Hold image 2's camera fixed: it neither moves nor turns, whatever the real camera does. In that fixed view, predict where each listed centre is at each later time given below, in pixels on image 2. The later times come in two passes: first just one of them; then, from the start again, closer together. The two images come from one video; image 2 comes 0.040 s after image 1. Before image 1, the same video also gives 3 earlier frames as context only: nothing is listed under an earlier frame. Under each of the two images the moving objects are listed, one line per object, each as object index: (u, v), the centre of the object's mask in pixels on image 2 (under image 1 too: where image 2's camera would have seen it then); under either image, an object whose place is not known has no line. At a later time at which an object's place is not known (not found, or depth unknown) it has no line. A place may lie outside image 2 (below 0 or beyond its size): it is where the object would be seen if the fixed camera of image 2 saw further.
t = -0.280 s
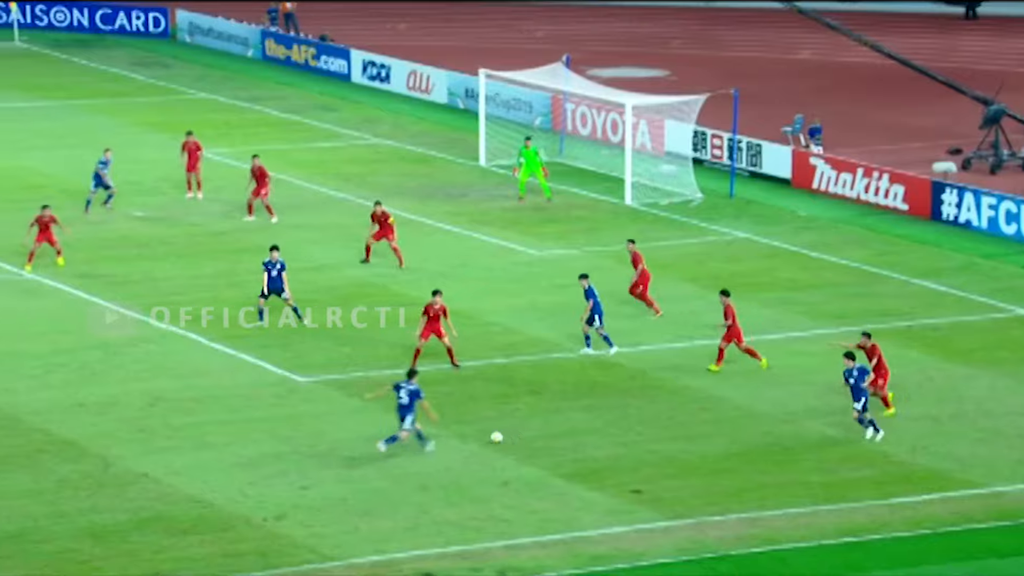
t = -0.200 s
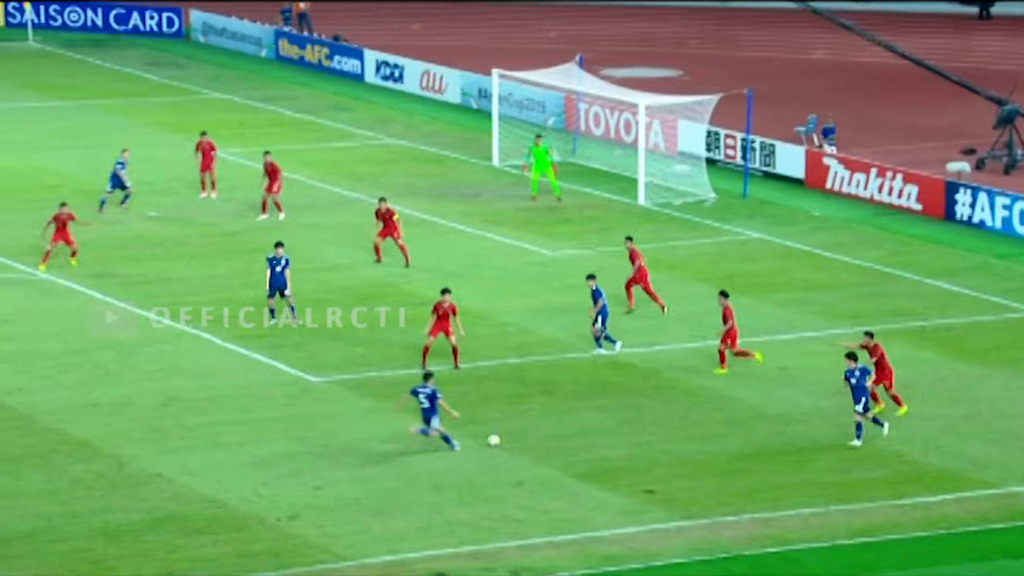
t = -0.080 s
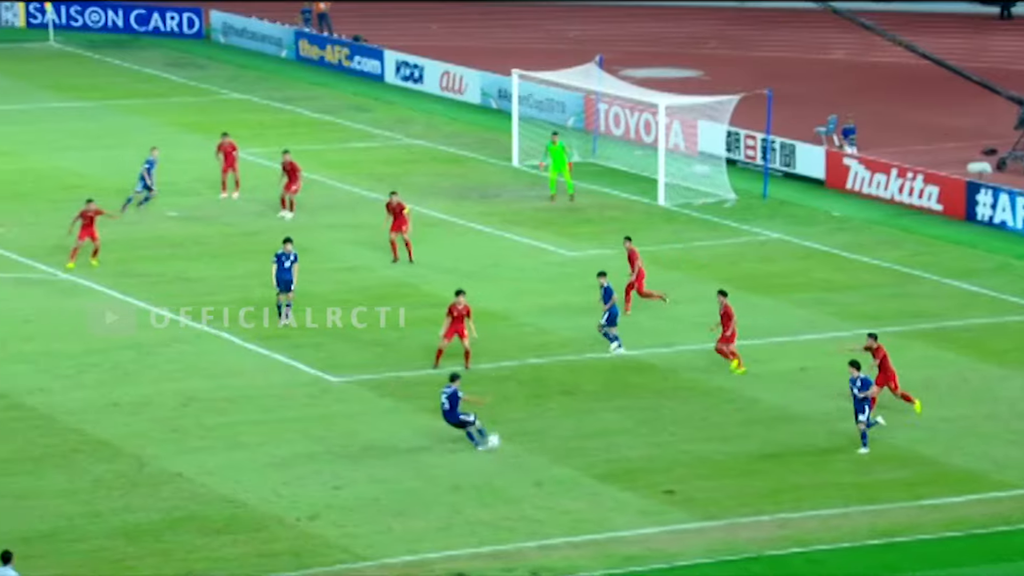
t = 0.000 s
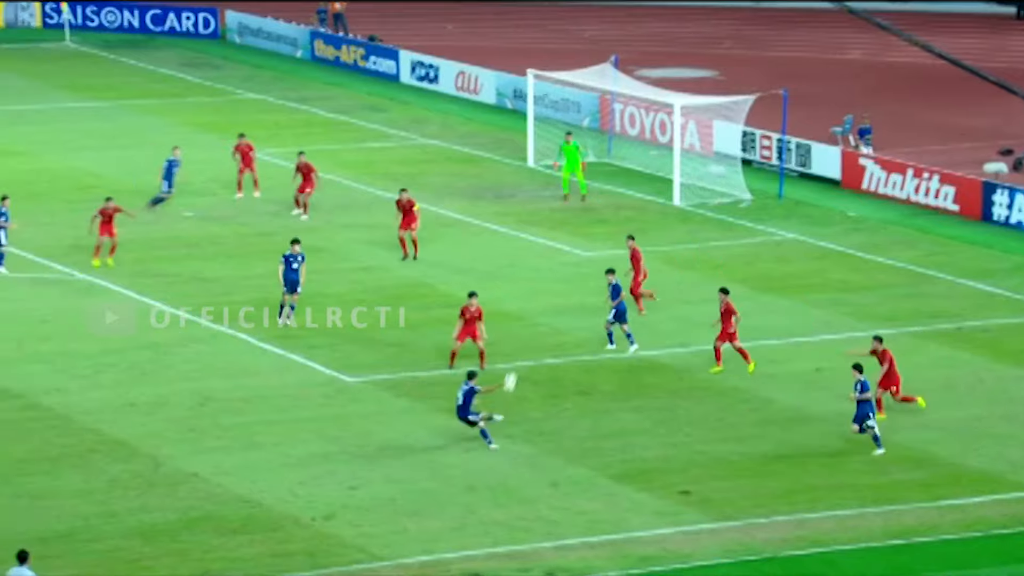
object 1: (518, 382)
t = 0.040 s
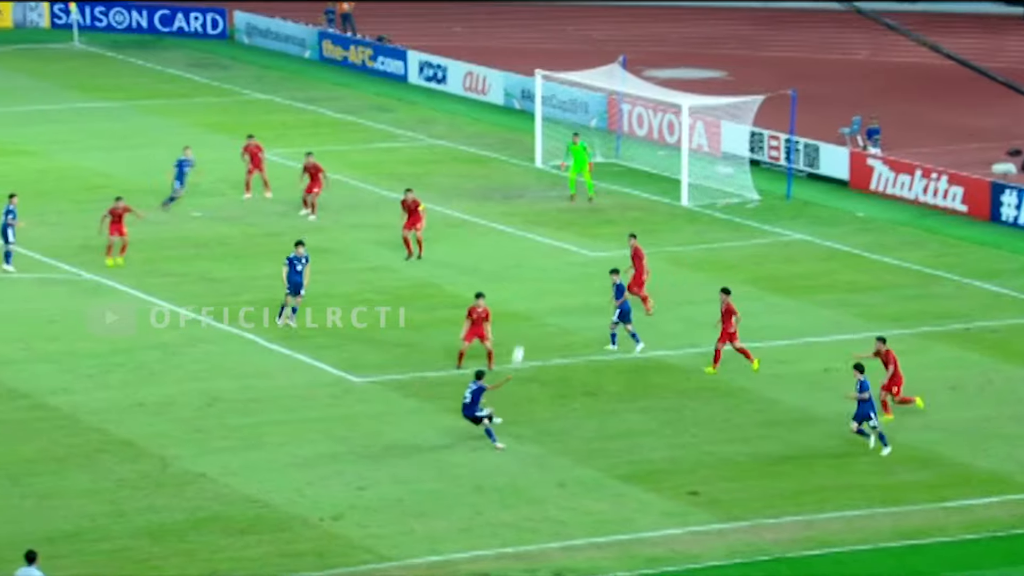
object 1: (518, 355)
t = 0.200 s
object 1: (508, 264)
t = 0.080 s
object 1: (517, 329)
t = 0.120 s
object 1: (515, 306)
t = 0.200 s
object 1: (508, 264)
